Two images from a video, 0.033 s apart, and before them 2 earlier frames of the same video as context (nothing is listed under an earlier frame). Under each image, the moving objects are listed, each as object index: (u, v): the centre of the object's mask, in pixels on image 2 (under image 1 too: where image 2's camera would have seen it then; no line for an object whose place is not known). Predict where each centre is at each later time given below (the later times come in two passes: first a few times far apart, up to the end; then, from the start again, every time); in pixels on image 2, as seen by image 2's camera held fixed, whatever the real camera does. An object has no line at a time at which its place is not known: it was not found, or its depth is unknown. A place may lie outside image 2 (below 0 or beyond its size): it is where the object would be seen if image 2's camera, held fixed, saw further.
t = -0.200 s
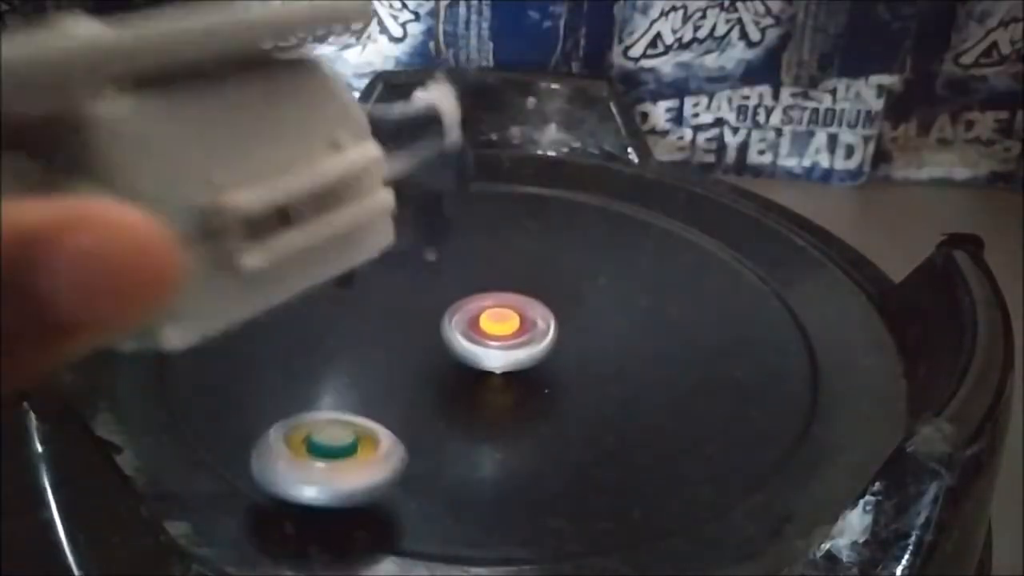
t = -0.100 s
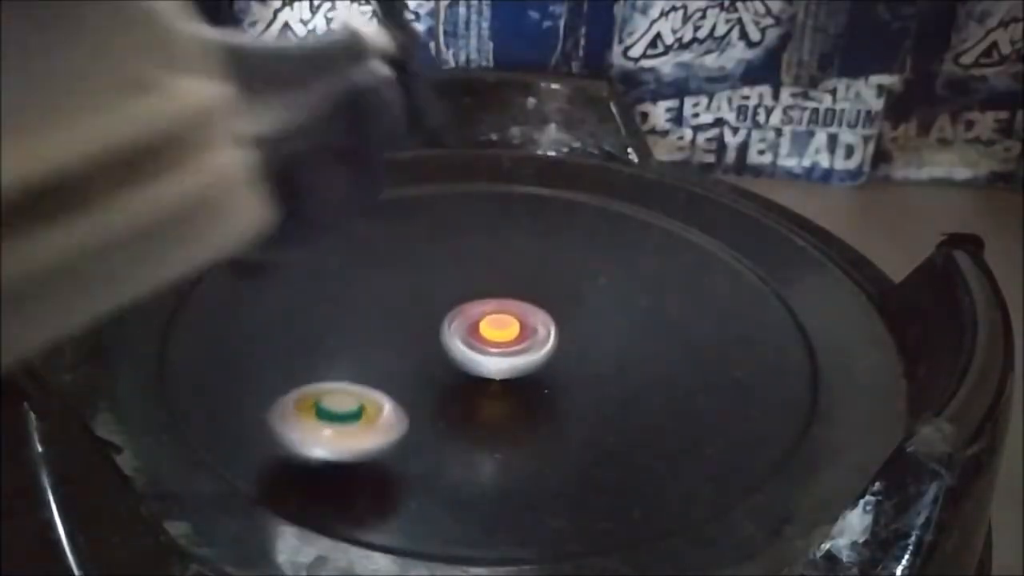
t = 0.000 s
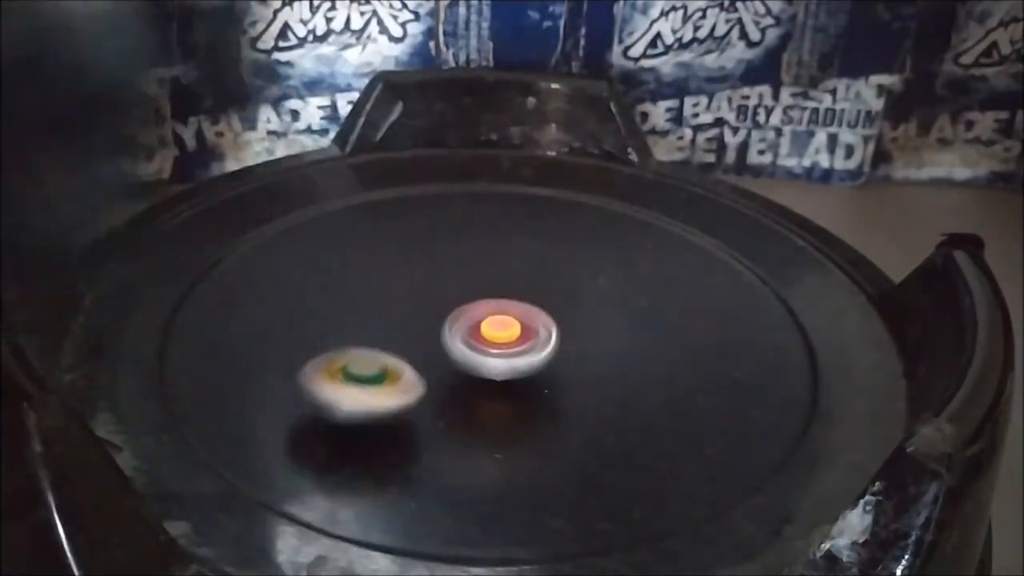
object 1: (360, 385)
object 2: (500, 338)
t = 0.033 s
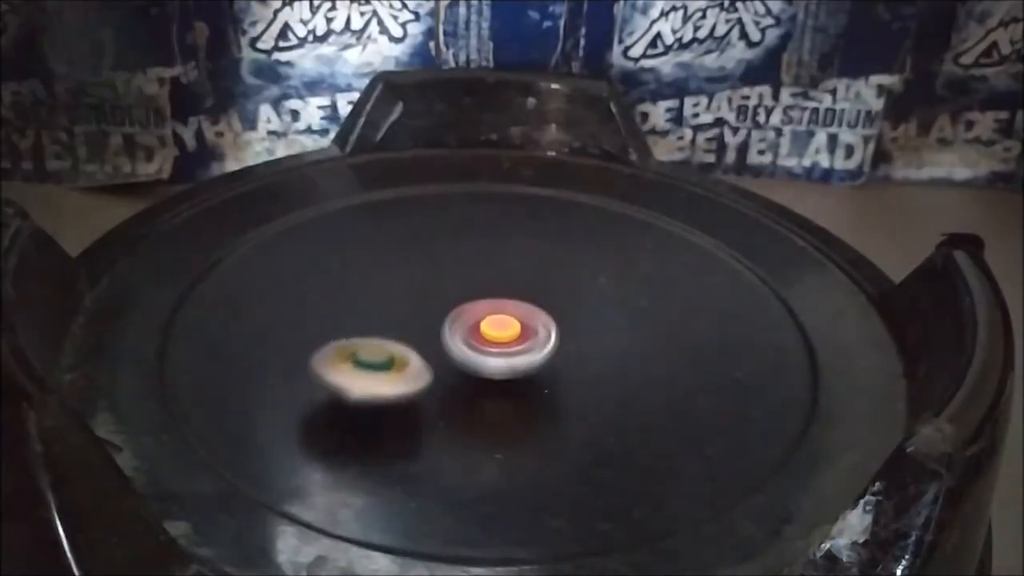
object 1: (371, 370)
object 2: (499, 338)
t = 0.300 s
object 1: (165, 242)
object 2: (719, 274)
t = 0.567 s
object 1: (224, 261)
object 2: (605, 235)
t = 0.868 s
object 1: (447, 333)
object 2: (458, 261)
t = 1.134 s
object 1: (601, 341)
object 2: (422, 282)
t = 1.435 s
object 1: (558, 277)
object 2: (450, 333)
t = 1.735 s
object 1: (328, 190)
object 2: (531, 333)
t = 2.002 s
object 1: (359, 394)
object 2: (531, 300)
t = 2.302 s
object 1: (774, 274)
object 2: (481, 307)
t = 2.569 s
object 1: (615, 173)
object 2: (508, 326)
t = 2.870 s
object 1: (429, 308)
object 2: (479, 386)
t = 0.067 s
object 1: (379, 357)
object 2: (498, 336)
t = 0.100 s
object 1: (356, 335)
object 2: (525, 329)
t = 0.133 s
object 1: (298, 317)
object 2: (581, 323)
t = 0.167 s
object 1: (252, 296)
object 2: (628, 315)
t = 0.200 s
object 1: (210, 279)
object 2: (667, 304)
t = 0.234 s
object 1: (181, 255)
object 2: (696, 293)
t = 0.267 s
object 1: (171, 237)
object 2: (713, 283)
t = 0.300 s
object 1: (165, 242)
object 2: (719, 274)
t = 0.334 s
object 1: (162, 235)
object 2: (717, 267)
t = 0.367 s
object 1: (162, 235)
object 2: (709, 260)
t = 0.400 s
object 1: (166, 236)
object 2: (697, 254)
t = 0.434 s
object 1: (172, 239)
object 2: (682, 248)
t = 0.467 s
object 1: (181, 239)
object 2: (664, 243)
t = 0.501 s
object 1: (193, 246)
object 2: (645, 240)
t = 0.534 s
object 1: (207, 255)
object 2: (625, 236)
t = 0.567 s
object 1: (224, 261)
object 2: (605, 235)
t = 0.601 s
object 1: (243, 270)
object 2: (584, 234)
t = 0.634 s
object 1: (265, 279)
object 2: (564, 235)
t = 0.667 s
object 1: (290, 289)
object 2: (544, 237)
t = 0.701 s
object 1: (316, 299)
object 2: (524, 240)
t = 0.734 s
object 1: (344, 309)
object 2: (507, 244)
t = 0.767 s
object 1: (372, 318)
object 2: (491, 249)
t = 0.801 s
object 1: (399, 325)
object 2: (476, 254)
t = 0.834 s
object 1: (425, 329)
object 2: (465, 260)
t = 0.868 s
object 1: (447, 333)
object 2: (458, 261)
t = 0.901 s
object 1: (465, 338)
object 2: (454, 263)
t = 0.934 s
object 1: (483, 339)
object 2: (450, 266)
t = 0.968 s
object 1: (501, 341)
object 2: (445, 270)
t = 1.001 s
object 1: (517, 339)
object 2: (442, 275)
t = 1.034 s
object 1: (543, 342)
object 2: (432, 274)
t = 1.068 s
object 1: (565, 340)
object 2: (426, 274)
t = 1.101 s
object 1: (585, 344)
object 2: (424, 278)
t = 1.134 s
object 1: (601, 341)
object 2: (422, 282)
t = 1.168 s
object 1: (611, 336)
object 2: (419, 288)
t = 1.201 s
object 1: (616, 332)
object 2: (418, 294)
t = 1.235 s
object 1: (617, 327)
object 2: (418, 301)
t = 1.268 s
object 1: (614, 319)
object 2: (420, 307)
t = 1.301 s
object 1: (606, 311)
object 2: (424, 314)
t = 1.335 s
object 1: (595, 302)
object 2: (430, 320)
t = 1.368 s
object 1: (582, 292)
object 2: (436, 326)
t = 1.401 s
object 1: (566, 282)
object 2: (445, 331)
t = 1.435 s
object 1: (558, 277)
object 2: (450, 333)
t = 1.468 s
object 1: (540, 265)
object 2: (459, 337)
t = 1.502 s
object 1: (521, 253)
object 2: (468, 340)
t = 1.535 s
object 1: (500, 240)
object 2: (479, 342)
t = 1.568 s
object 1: (478, 228)
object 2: (489, 344)
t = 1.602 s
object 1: (453, 216)
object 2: (498, 343)
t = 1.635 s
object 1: (425, 206)
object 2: (507, 342)
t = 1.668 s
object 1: (395, 197)
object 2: (516, 340)
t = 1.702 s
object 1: (362, 191)
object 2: (524, 337)
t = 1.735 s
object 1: (328, 190)
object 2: (531, 333)
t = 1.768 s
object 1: (298, 197)
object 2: (537, 329)
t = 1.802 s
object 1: (275, 214)
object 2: (541, 324)
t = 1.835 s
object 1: (255, 237)
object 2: (543, 320)
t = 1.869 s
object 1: (245, 265)
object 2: (543, 315)
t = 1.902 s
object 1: (249, 296)
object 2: (542, 311)
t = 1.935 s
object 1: (268, 331)
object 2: (539, 307)
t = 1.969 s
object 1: (306, 364)
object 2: (536, 303)
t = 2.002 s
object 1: (359, 394)
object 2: (531, 300)
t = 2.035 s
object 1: (424, 416)
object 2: (525, 298)
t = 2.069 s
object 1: (493, 424)
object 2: (518, 296)
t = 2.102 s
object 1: (563, 423)
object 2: (510, 295)
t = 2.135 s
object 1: (626, 411)
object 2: (503, 294)
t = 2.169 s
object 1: (680, 390)
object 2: (496, 295)
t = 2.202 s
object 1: (720, 363)
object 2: (491, 297)
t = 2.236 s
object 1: (749, 335)
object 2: (486, 300)
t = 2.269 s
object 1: (767, 305)
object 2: (483, 303)
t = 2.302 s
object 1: (774, 274)
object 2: (481, 307)
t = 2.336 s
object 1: (760, 242)
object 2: (480, 311)
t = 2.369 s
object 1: (737, 224)
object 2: (481, 315)
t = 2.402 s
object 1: (715, 203)
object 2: (483, 319)
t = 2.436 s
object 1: (693, 183)
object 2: (487, 322)
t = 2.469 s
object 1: (674, 165)
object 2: (493, 324)
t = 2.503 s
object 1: (655, 149)
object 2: (497, 327)
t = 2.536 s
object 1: (637, 149)
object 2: (503, 327)
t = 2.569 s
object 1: (615, 173)
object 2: (508, 326)
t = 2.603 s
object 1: (591, 216)
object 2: (513, 324)
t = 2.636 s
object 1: (566, 230)
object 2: (516, 321)
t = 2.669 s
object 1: (539, 250)
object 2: (519, 318)
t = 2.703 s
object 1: (515, 255)
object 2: (514, 327)
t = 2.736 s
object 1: (497, 252)
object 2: (507, 343)
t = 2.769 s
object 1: (475, 269)
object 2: (498, 360)
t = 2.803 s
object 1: (459, 278)
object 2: (489, 372)
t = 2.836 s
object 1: (445, 282)
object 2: (482, 380)
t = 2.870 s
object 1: (429, 308)
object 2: (479, 386)
